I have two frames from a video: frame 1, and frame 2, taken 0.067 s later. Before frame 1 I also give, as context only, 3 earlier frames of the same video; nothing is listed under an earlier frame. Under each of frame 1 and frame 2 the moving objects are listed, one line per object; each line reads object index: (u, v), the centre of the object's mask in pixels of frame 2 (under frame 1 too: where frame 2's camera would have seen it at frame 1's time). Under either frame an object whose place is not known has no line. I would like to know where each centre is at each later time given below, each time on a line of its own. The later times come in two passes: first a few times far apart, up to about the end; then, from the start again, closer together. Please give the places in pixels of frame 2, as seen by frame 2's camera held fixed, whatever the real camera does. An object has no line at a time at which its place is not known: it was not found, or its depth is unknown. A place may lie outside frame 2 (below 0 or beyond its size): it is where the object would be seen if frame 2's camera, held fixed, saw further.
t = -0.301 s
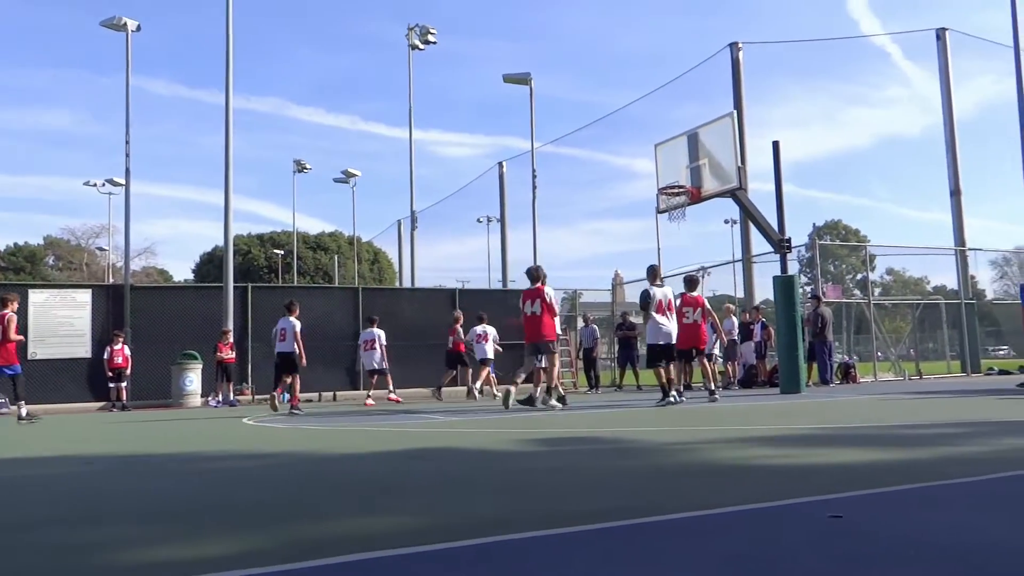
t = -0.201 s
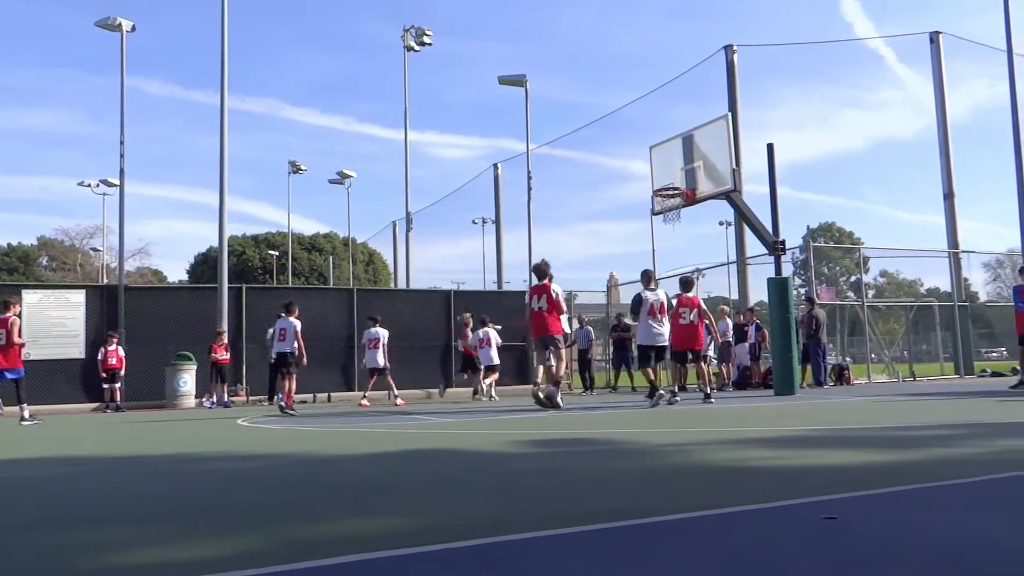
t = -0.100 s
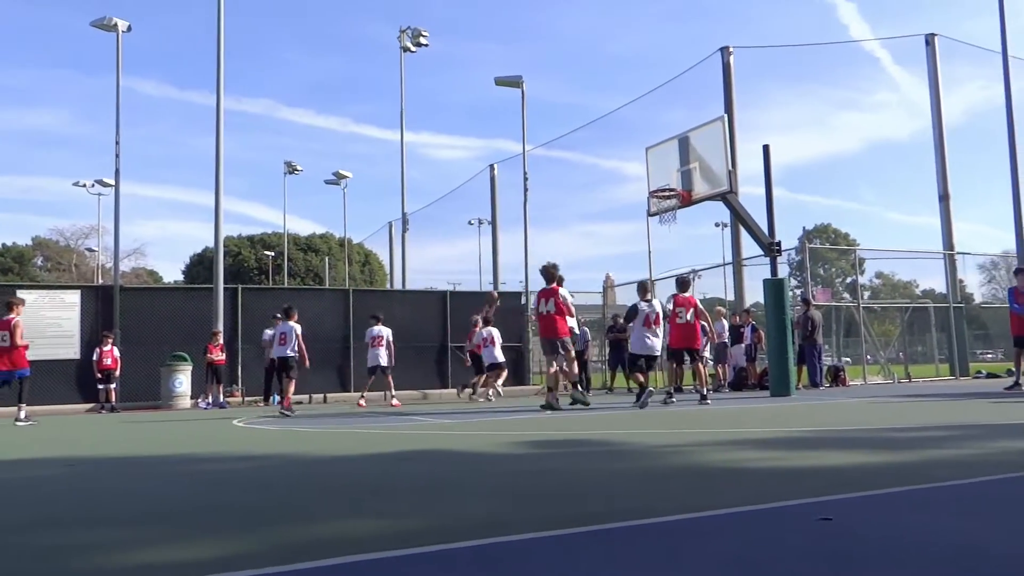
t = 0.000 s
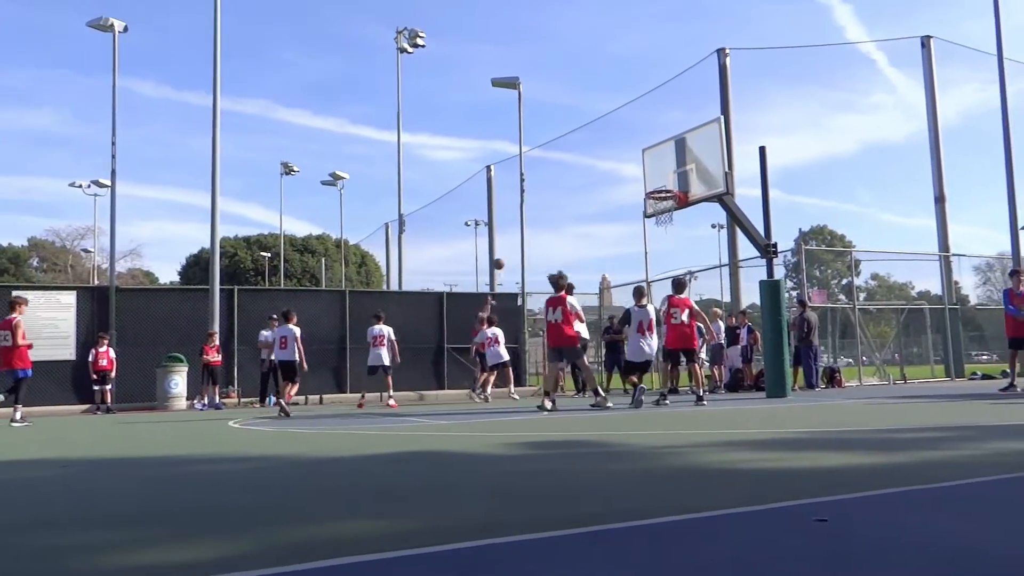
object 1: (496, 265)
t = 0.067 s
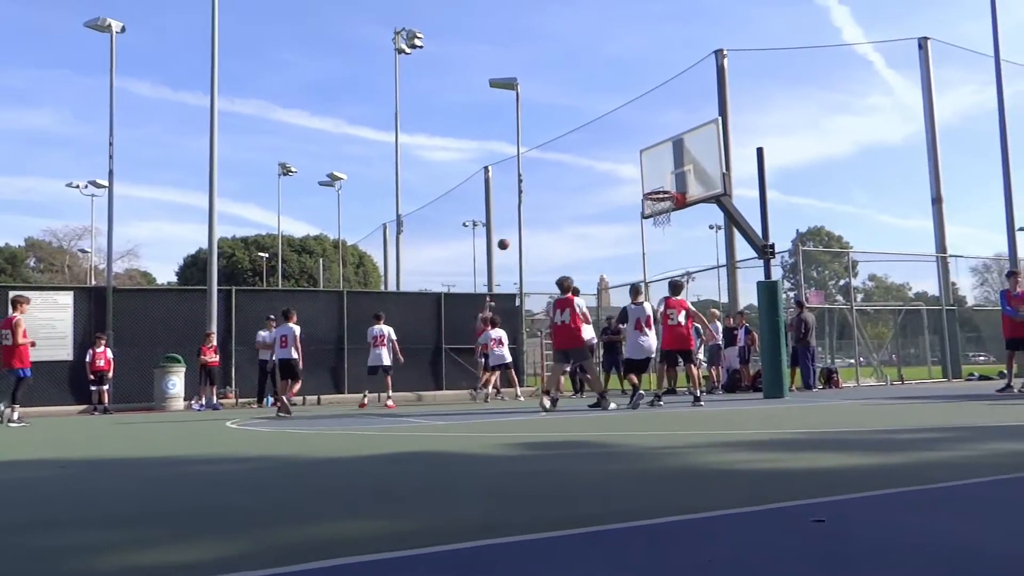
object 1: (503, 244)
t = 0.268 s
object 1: (526, 193)
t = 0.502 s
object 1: (557, 154)
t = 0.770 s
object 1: (599, 141)
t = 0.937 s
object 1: (629, 154)
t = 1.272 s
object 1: (646, 206)
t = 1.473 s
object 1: (651, 227)
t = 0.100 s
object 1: (507, 234)
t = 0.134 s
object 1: (510, 225)
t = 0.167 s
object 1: (514, 217)
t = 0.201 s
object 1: (518, 208)
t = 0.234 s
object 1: (522, 200)
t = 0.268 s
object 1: (526, 193)
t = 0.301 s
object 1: (530, 186)
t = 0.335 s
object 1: (535, 179)
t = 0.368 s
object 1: (539, 173)
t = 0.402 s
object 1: (543, 167)
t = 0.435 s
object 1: (548, 162)
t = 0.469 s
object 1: (552, 158)
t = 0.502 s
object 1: (557, 154)
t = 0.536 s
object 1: (562, 150)
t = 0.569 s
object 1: (567, 147)
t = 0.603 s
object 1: (572, 144)
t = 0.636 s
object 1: (577, 142)
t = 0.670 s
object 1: (582, 141)
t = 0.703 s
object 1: (588, 141)
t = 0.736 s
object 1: (593, 140)
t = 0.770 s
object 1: (599, 141)
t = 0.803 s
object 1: (604, 142)
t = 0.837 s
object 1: (610, 144)
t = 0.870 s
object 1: (616, 147)
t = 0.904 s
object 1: (622, 150)
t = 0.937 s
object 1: (629, 154)
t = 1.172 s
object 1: (658, 201)
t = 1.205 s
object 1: (650, 205)
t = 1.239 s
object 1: (647, 205)
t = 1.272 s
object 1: (646, 206)
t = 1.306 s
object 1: (647, 208)
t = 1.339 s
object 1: (647, 210)
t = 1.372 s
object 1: (648, 214)
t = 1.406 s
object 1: (649, 217)
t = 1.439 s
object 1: (650, 221)
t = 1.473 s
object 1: (651, 227)
